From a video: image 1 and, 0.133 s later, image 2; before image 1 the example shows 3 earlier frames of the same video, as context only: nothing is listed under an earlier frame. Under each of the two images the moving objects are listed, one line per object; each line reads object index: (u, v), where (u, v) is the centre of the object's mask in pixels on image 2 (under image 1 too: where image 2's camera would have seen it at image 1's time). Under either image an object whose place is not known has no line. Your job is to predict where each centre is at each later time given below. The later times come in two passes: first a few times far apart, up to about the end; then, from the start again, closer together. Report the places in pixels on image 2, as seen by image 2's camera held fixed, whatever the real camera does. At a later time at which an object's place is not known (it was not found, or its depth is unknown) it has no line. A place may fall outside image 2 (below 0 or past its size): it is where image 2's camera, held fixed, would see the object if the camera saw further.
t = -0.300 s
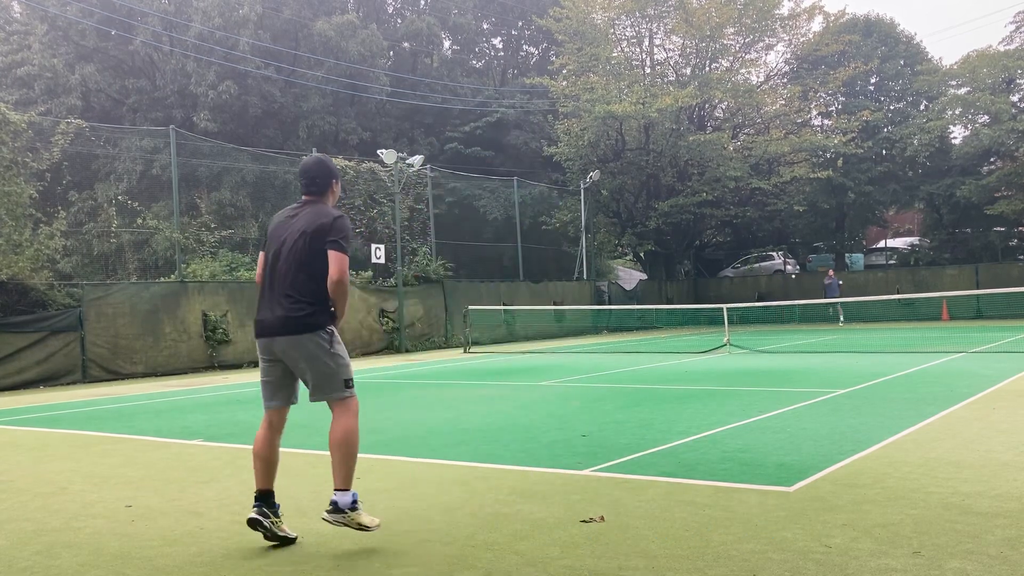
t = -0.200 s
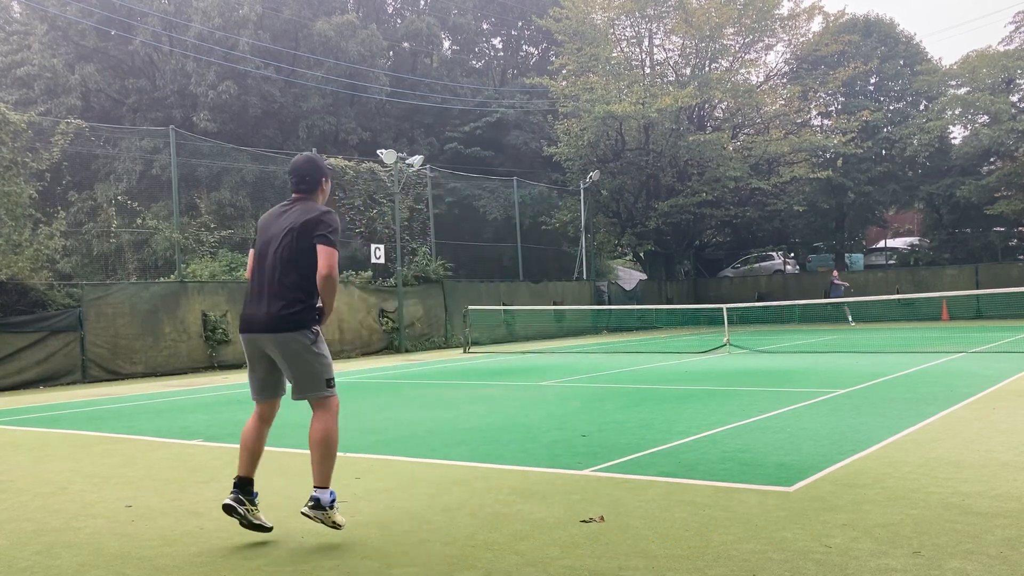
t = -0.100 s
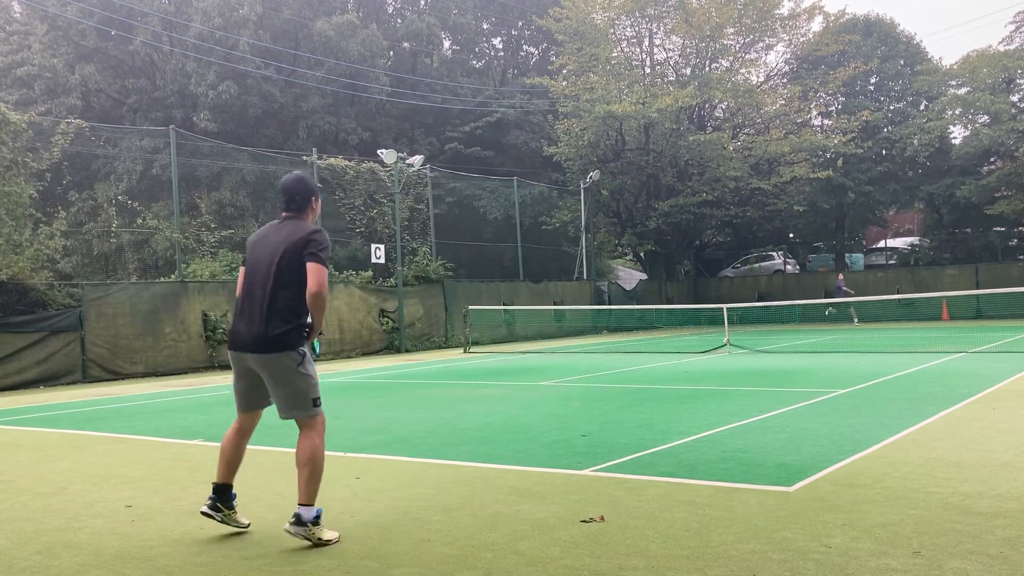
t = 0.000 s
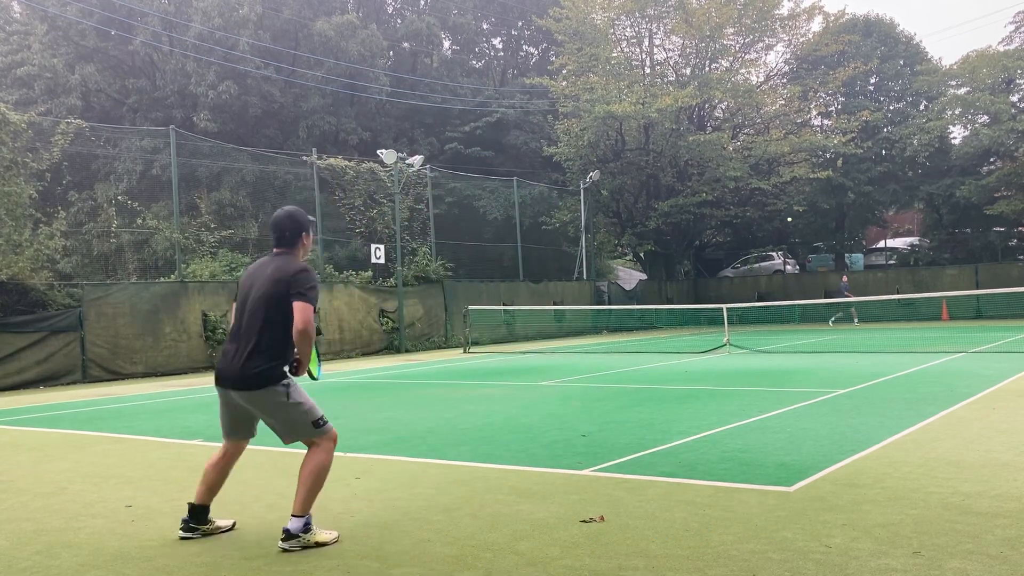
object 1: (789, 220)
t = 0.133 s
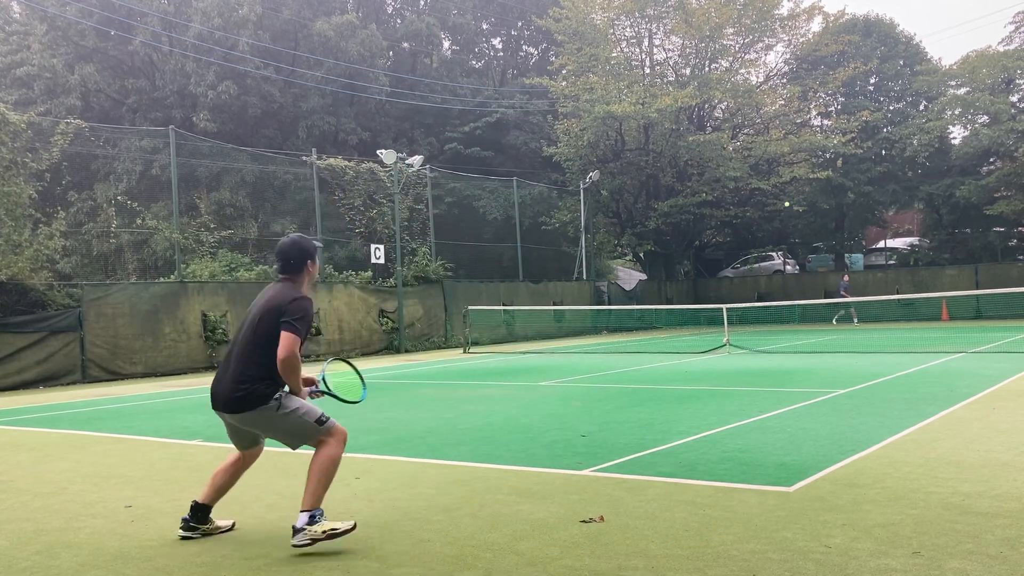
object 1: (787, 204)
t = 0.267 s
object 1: (784, 199)
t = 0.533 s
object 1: (775, 238)
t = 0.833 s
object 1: (752, 451)
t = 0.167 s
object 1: (786, 202)
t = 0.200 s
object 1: (785, 200)
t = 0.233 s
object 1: (784, 199)
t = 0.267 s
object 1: (784, 199)
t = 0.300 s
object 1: (783, 199)
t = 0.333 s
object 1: (782, 201)
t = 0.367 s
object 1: (781, 204)
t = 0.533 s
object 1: (775, 238)
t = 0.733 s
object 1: (762, 364)
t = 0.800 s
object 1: (755, 446)
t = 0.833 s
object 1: (752, 451)
